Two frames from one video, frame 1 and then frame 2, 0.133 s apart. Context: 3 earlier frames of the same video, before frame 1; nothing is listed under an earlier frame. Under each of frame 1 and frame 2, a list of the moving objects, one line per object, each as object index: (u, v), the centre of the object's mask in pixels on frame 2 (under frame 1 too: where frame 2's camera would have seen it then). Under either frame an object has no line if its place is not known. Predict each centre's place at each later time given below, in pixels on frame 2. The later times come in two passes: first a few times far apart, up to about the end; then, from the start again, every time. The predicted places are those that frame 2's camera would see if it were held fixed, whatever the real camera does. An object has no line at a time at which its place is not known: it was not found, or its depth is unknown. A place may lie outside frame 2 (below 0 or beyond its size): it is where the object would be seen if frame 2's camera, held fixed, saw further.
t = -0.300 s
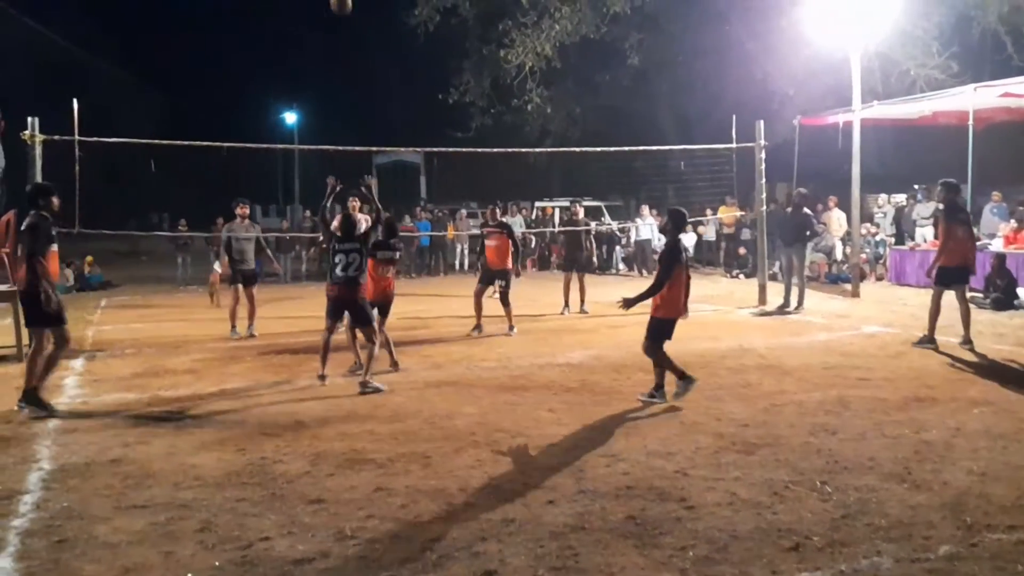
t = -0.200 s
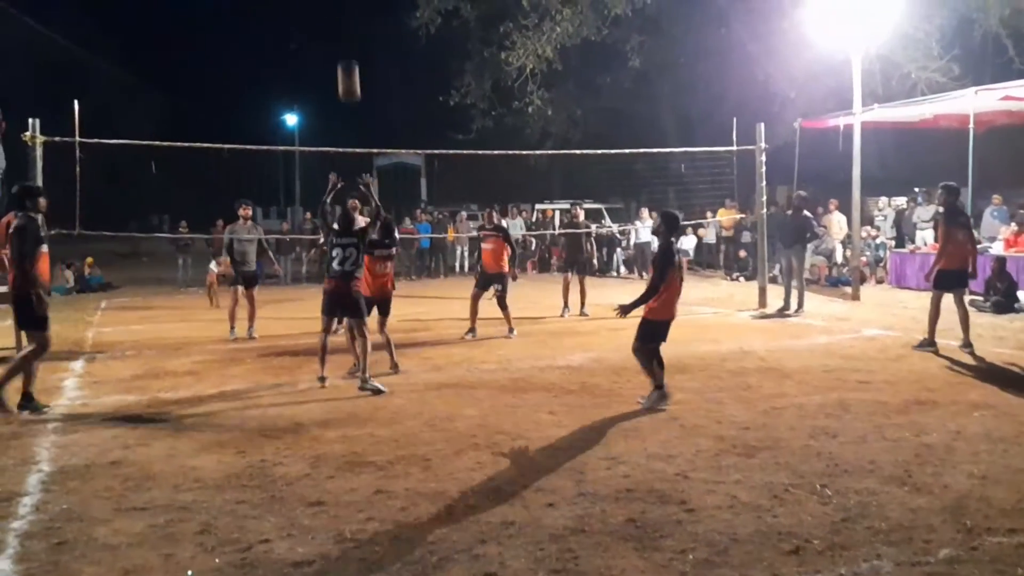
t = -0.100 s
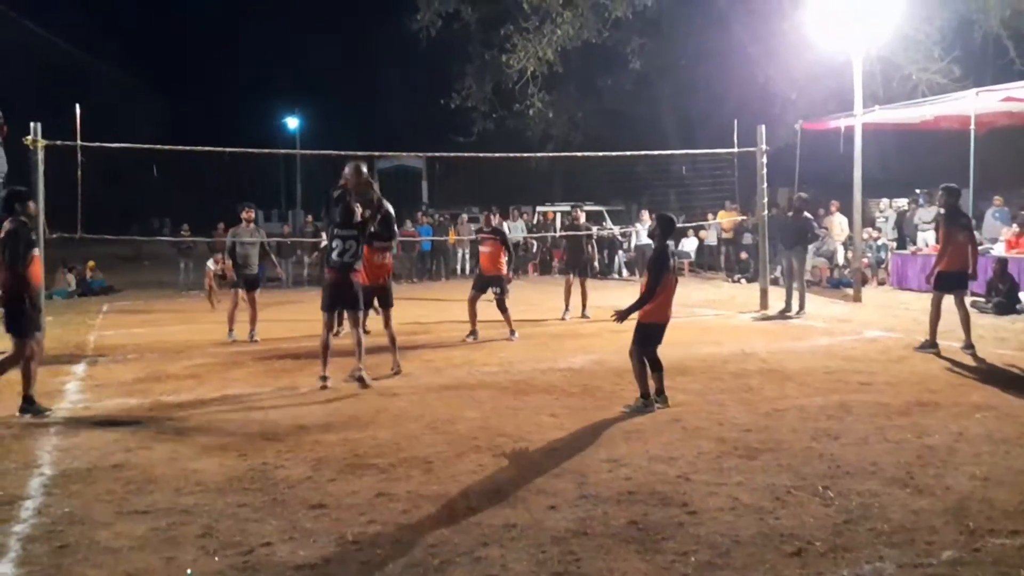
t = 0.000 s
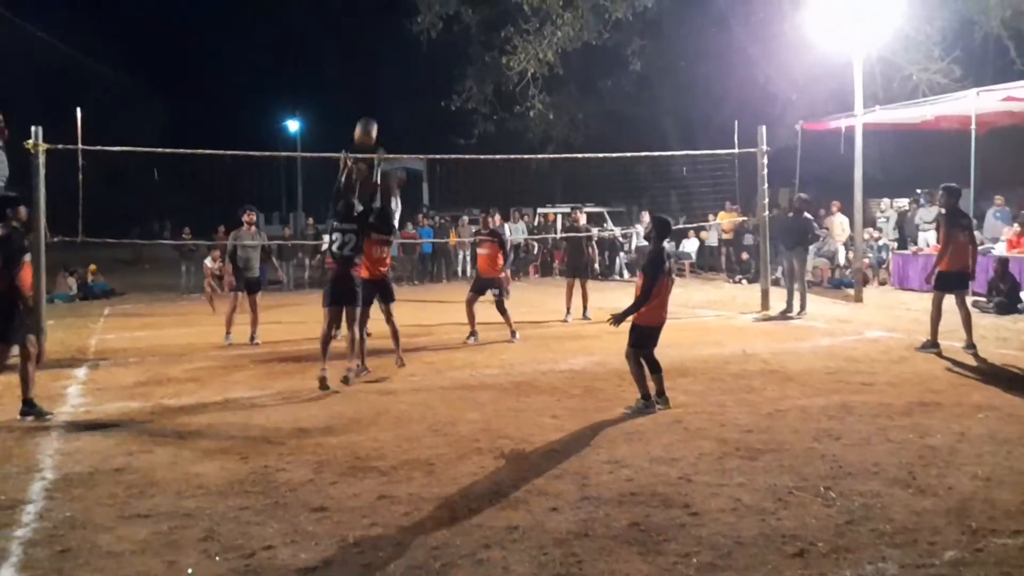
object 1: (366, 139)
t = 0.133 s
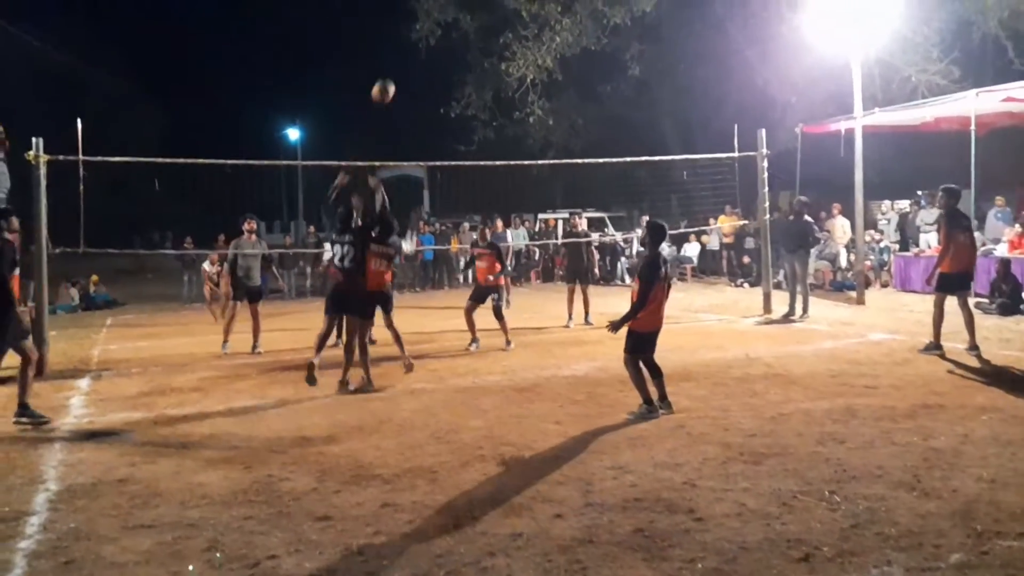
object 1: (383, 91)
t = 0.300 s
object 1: (404, 56)
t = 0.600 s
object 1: (439, 61)
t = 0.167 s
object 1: (387, 81)
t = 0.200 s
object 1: (391, 73)
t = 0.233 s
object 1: (396, 66)
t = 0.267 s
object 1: (400, 61)
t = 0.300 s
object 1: (404, 56)
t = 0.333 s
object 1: (408, 53)
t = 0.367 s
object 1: (412, 51)
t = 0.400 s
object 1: (415, 49)
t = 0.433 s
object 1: (419, 48)
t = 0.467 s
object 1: (423, 49)
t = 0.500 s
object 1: (427, 51)
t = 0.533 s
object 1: (431, 53)
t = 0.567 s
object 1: (435, 56)
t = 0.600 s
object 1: (439, 61)
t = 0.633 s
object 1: (443, 66)
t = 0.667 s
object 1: (446, 72)
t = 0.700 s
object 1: (450, 78)
